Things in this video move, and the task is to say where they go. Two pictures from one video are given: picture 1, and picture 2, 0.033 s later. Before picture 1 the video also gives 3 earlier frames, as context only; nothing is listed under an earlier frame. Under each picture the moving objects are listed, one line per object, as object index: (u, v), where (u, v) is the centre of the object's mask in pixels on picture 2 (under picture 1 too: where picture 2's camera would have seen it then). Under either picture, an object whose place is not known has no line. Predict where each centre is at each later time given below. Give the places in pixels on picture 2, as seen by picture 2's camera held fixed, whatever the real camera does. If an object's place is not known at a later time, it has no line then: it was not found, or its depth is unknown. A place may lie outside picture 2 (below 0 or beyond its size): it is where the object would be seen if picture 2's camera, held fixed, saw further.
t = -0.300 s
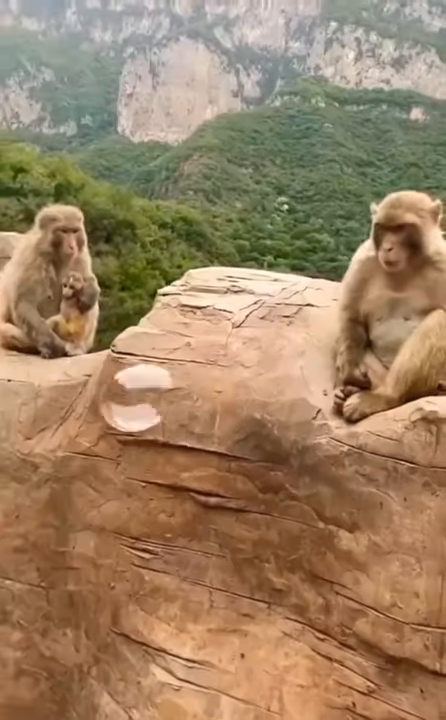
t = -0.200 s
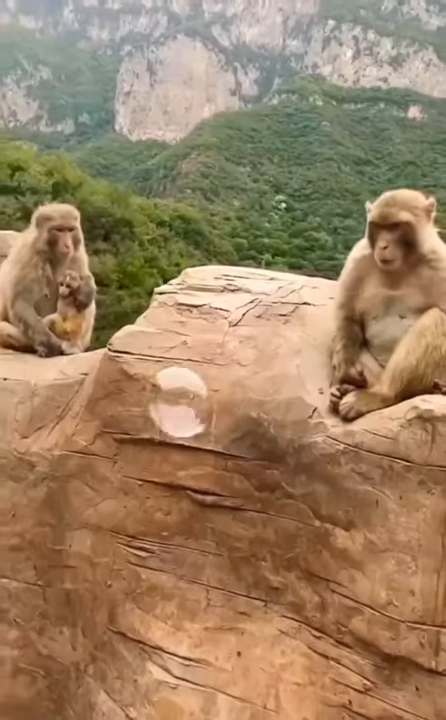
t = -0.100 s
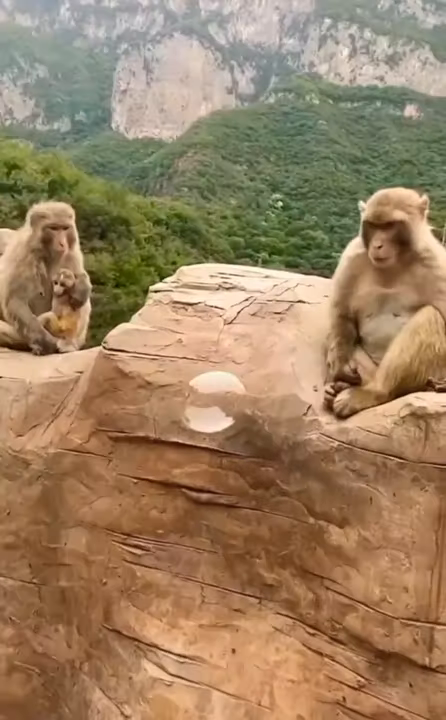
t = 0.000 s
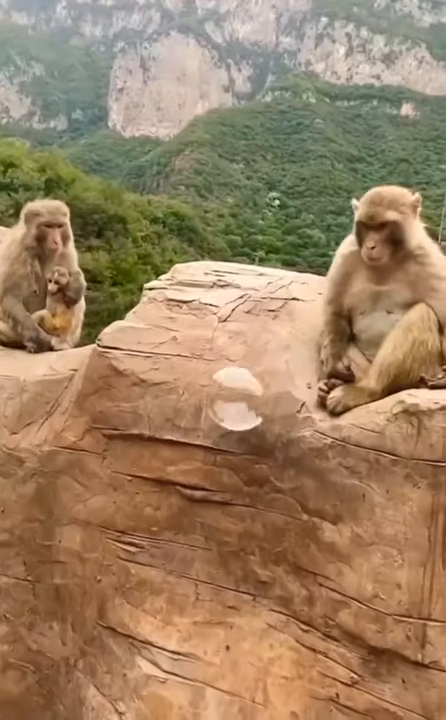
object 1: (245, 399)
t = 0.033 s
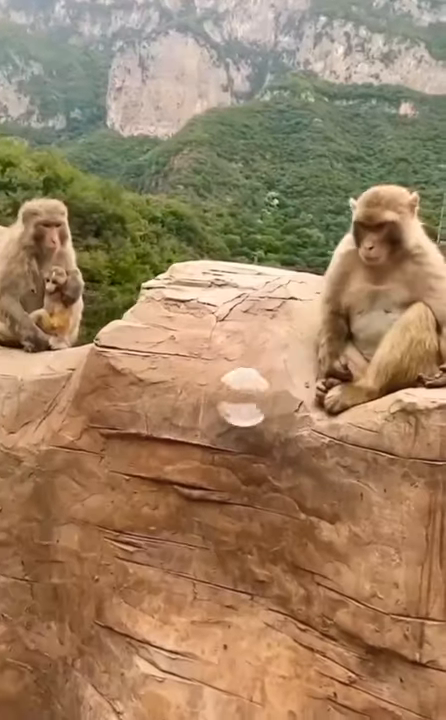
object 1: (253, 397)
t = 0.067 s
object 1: (257, 396)
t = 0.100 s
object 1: (260, 394)
